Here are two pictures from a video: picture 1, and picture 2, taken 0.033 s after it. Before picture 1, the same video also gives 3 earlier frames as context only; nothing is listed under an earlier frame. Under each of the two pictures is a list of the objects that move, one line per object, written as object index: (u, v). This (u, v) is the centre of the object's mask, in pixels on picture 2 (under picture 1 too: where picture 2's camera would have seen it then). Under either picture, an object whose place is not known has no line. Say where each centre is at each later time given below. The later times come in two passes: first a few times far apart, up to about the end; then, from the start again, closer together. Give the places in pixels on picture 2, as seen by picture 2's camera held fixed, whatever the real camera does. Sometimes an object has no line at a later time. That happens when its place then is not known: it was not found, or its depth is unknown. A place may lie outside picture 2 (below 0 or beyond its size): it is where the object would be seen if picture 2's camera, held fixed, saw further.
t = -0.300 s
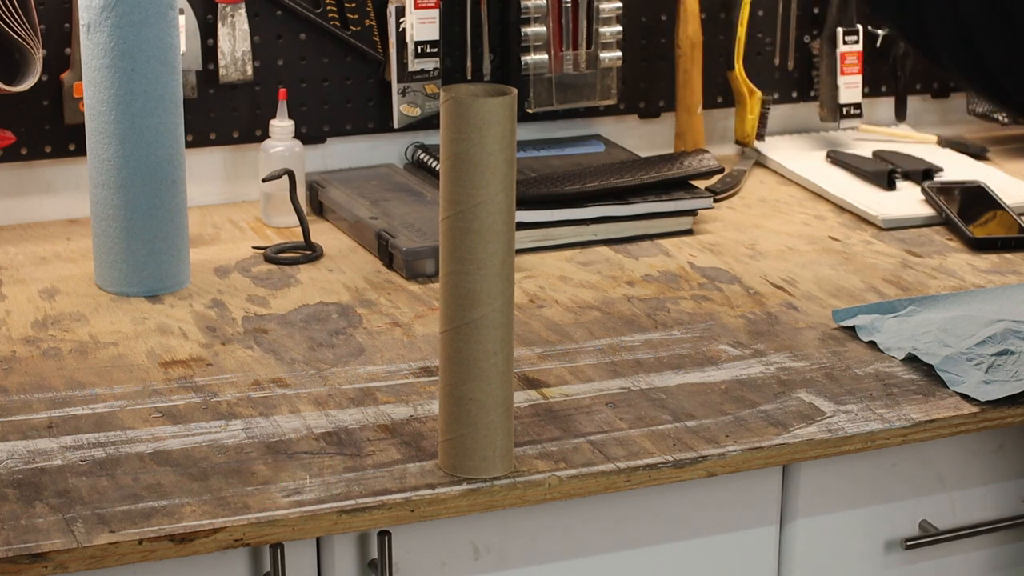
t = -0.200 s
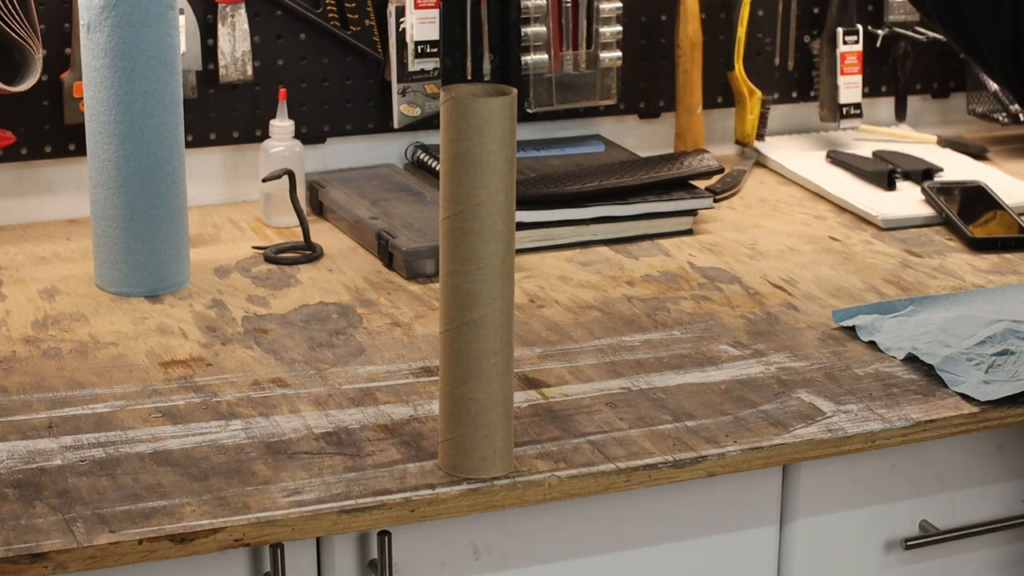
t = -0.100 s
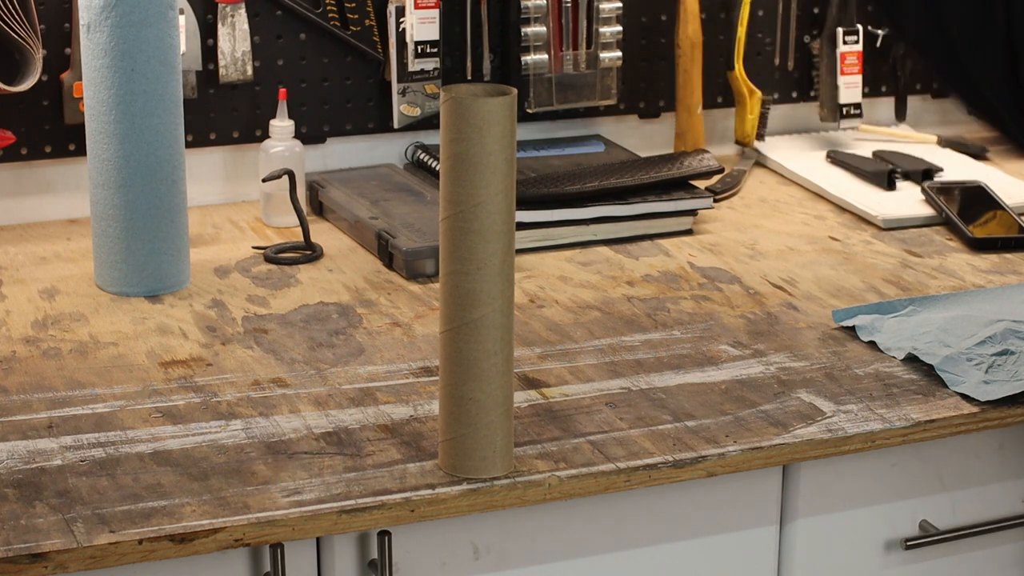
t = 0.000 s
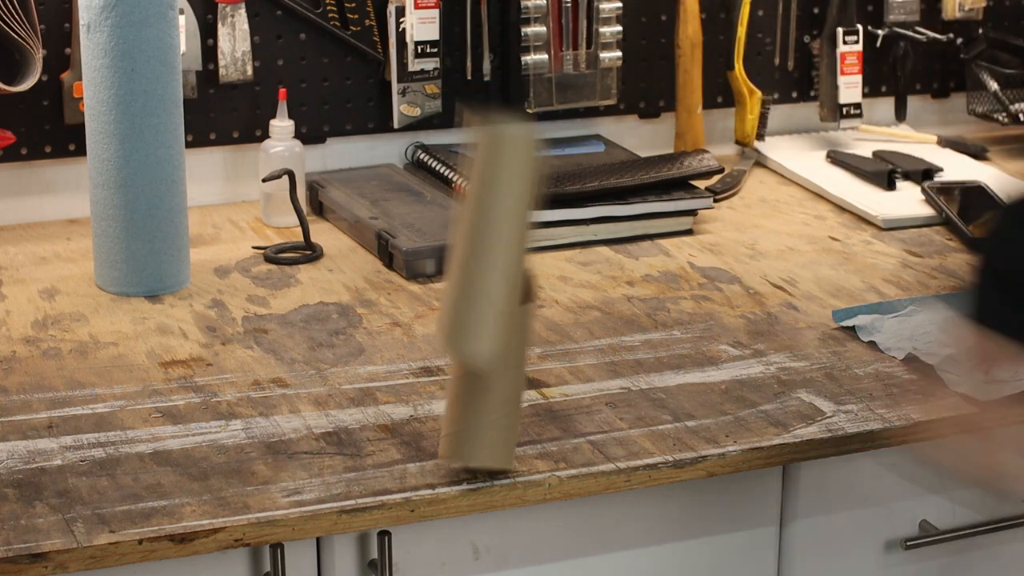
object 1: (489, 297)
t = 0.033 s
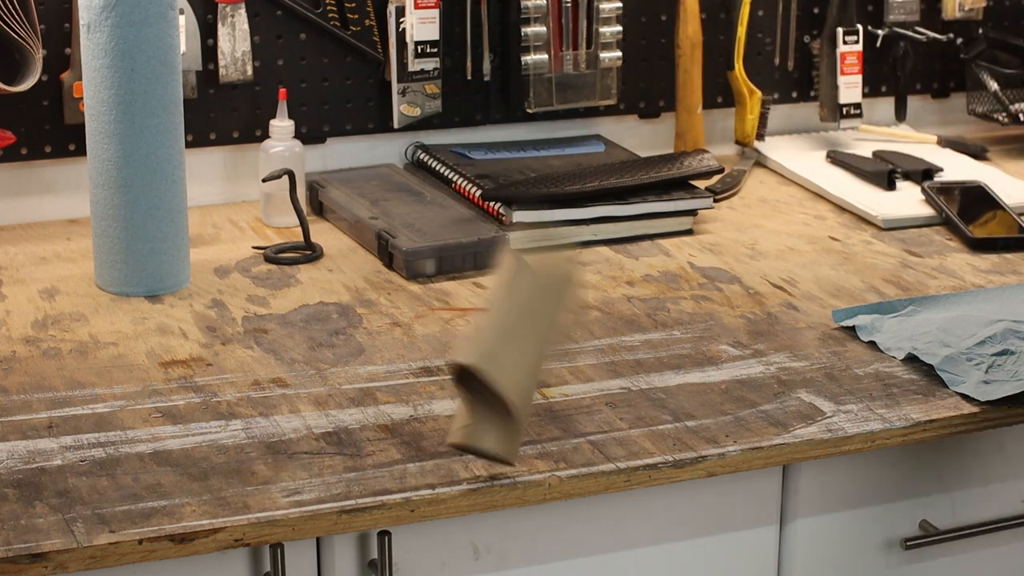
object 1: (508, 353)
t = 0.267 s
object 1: (659, 425)
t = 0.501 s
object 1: (840, 539)
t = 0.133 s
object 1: (555, 428)
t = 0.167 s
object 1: (580, 418)
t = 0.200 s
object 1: (606, 413)
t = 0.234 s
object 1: (632, 422)
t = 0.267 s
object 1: (659, 425)
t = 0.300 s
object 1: (683, 437)
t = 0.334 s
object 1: (707, 453)
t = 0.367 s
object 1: (730, 454)
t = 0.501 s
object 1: (840, 539)
